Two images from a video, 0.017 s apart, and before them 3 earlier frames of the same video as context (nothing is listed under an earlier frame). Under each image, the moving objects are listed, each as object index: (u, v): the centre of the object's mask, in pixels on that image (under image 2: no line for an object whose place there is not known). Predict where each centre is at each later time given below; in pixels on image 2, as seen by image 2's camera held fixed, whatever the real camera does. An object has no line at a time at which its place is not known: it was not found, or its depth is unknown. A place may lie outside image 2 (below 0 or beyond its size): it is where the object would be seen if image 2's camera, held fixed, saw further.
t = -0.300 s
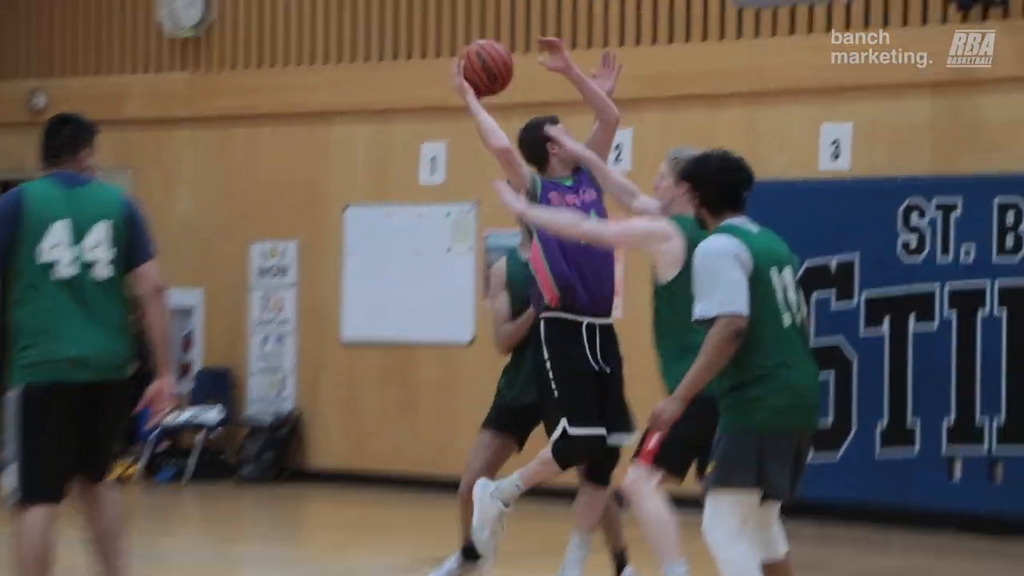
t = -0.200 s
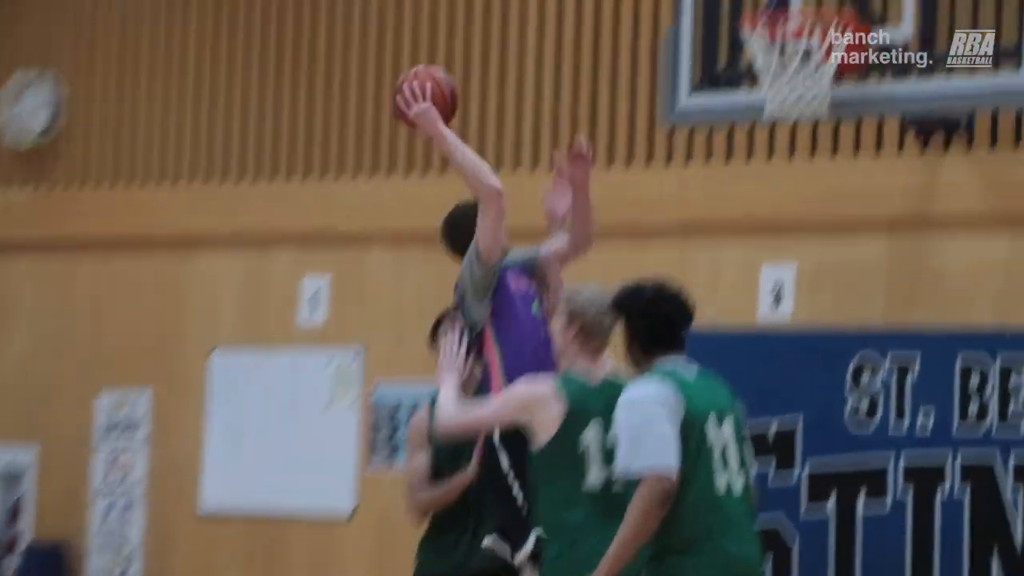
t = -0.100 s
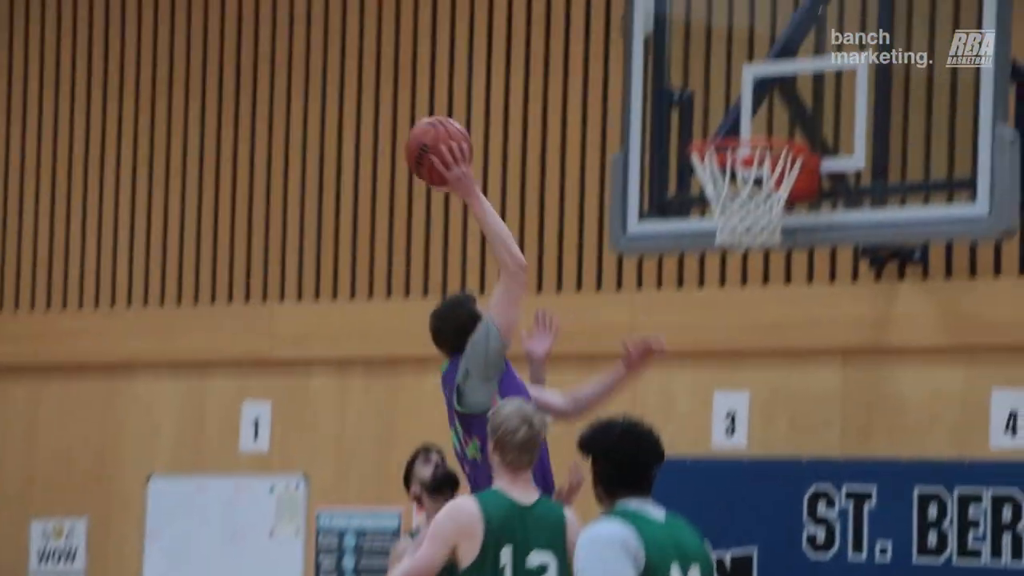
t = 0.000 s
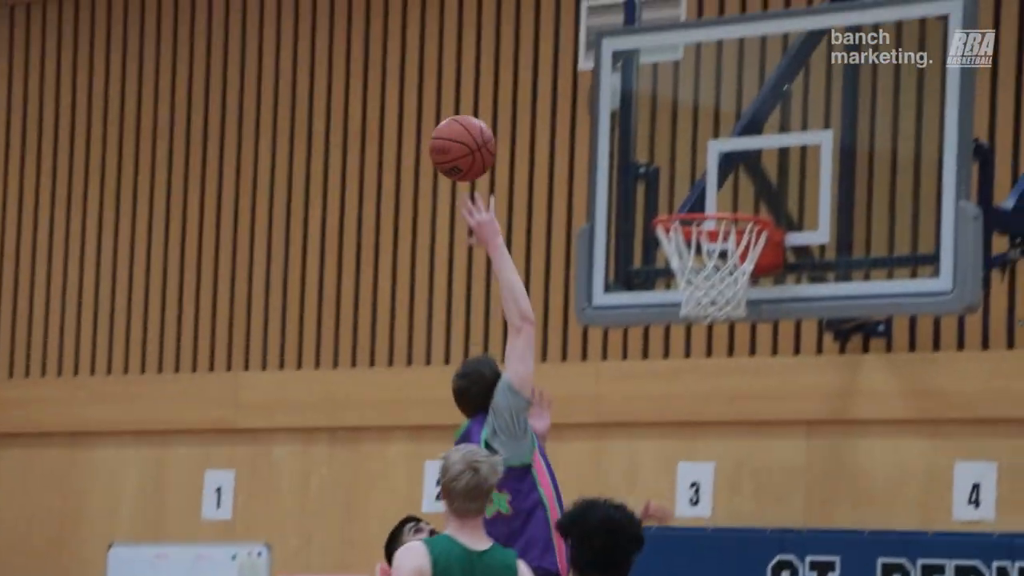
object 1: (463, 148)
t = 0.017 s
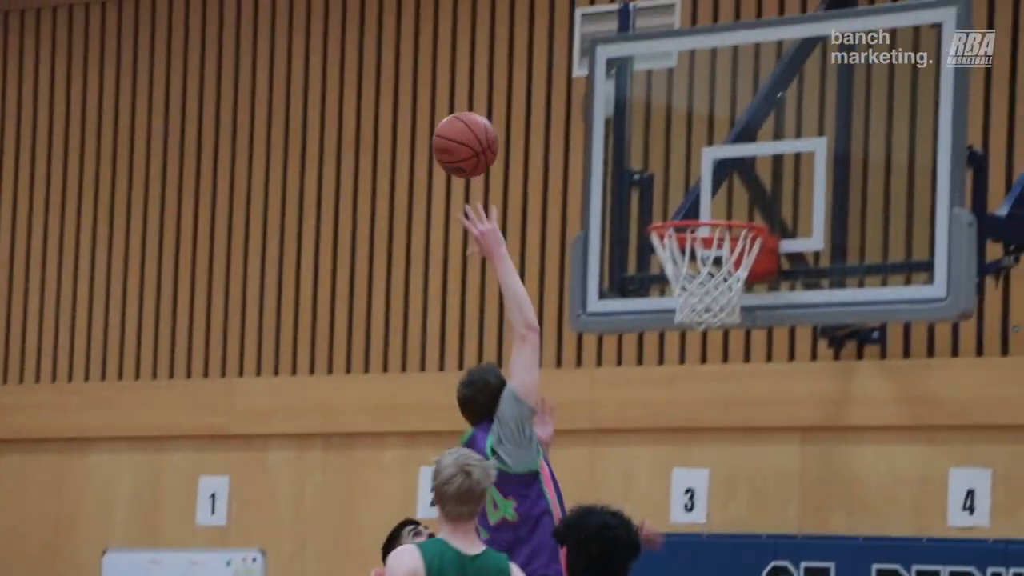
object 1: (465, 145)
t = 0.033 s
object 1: (474, 135)
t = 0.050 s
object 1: (482, 126)
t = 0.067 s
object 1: (491, 118)
